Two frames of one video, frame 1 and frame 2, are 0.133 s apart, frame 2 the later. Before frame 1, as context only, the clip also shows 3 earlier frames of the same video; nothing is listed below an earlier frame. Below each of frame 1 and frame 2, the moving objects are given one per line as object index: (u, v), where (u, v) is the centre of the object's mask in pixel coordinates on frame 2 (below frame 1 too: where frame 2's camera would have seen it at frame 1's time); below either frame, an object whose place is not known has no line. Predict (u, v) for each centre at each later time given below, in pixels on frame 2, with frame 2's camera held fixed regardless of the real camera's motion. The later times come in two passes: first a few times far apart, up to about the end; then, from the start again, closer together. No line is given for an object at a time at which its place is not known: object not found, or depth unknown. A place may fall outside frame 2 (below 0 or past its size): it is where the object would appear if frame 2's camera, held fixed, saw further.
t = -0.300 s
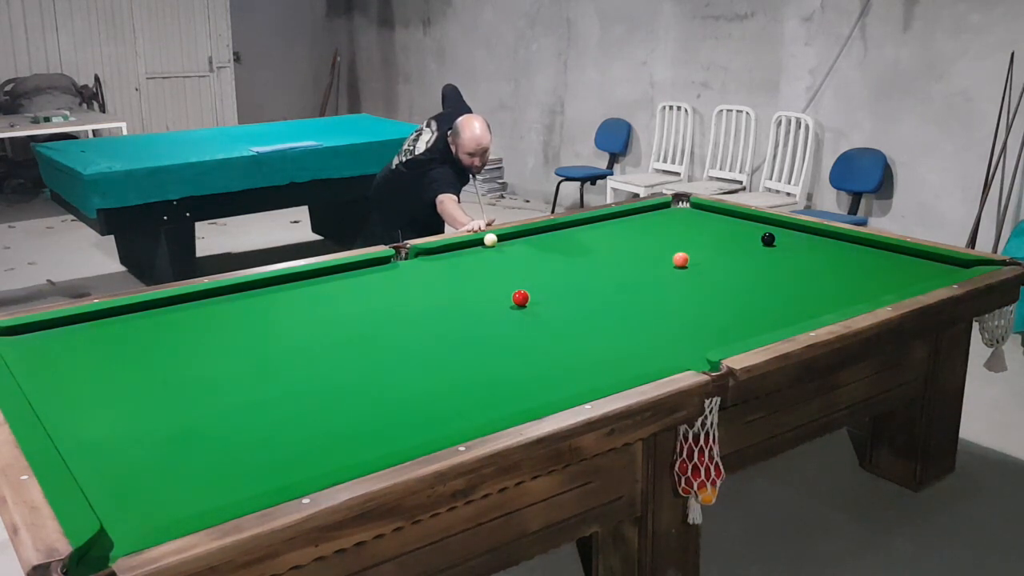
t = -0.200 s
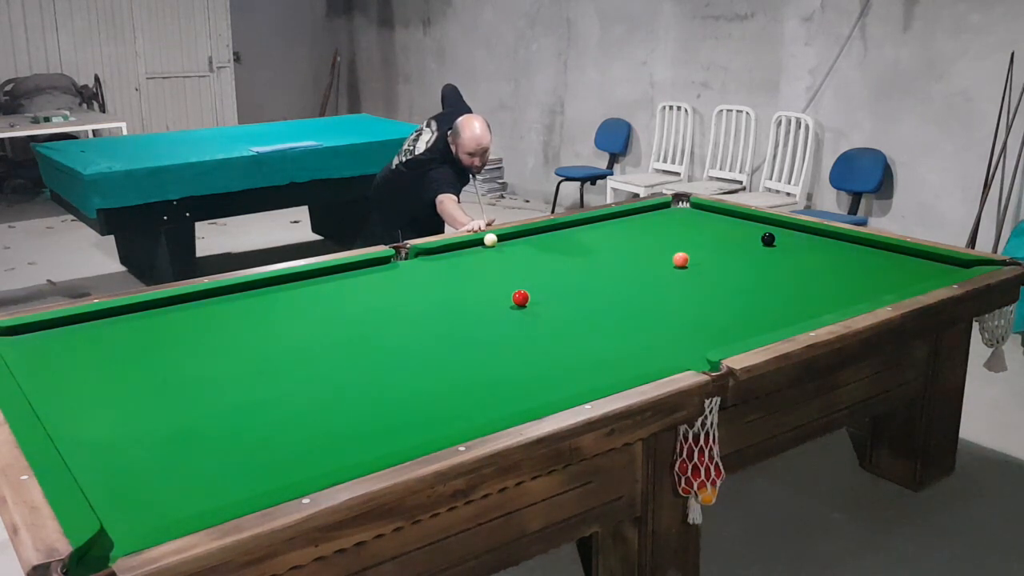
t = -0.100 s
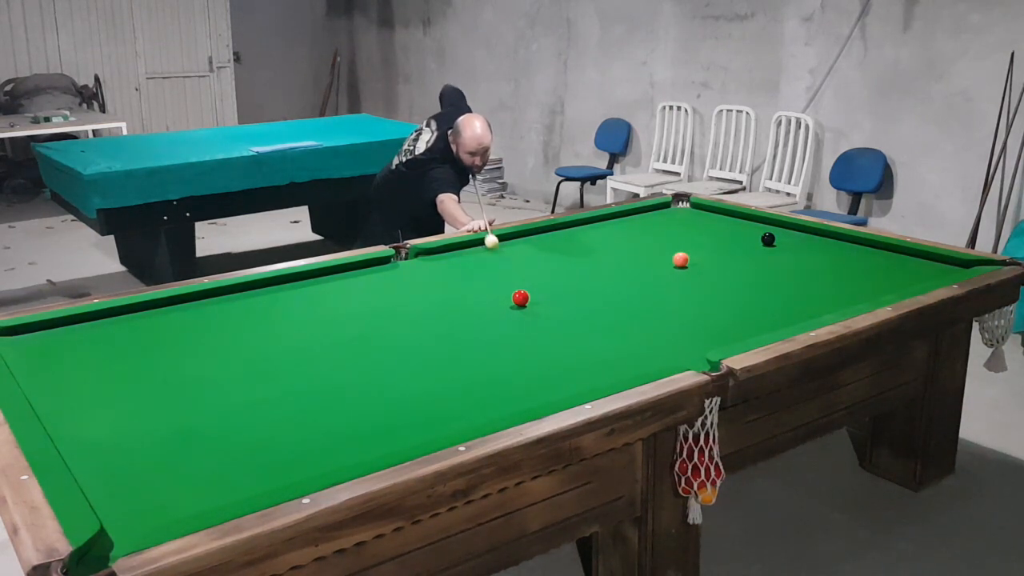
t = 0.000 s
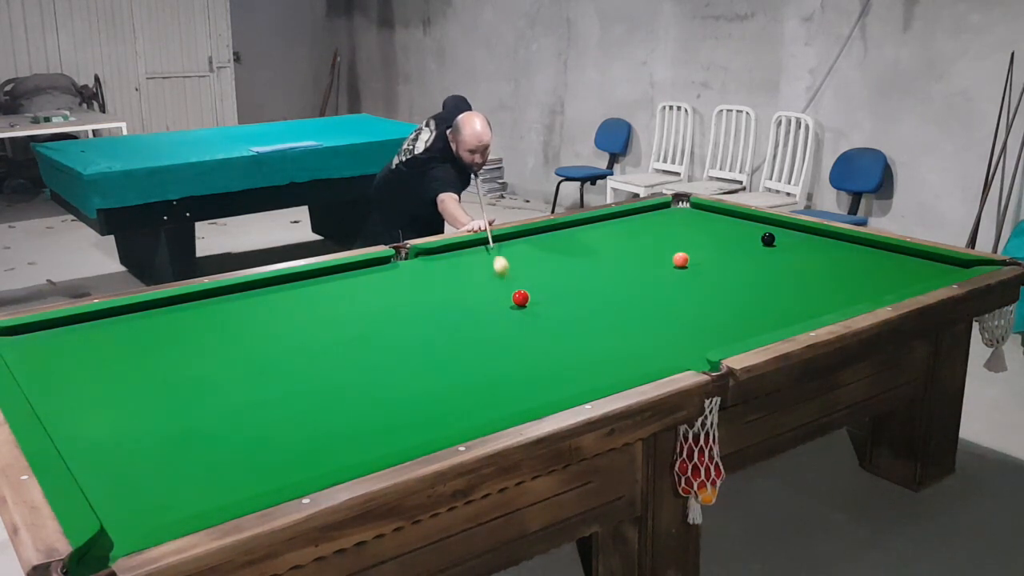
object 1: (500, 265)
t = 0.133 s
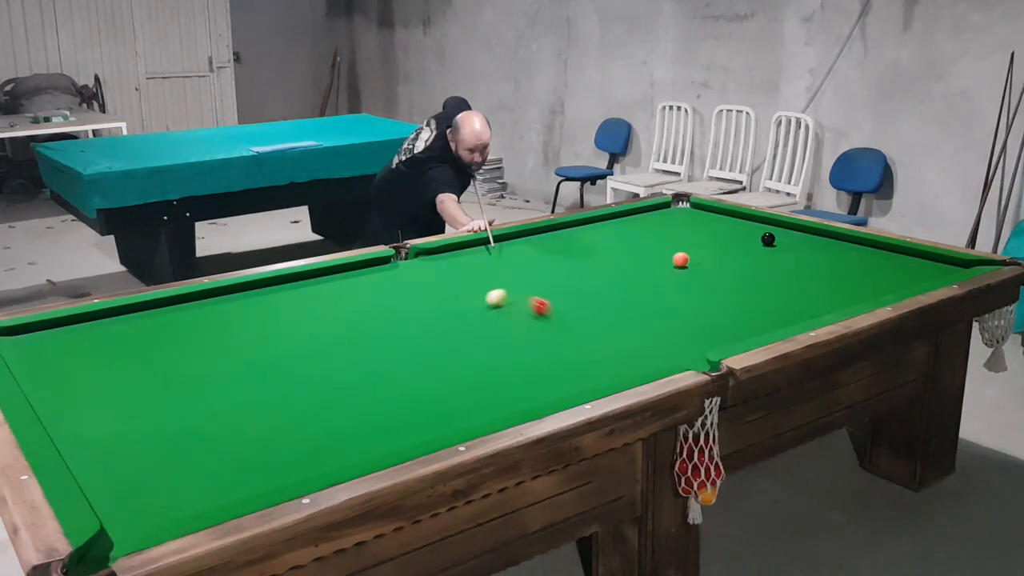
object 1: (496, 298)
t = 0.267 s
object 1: (449, 314)
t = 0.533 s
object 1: (358, 364)
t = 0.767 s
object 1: (256, 423)
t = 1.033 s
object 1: (111, 509)
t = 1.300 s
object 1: (266, 484)
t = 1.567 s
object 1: (351, 447)
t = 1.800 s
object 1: (410, 417)
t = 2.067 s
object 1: (465, 388)
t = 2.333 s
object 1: (511, 364)
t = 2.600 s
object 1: (549, 343)
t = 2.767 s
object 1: (570, 332)
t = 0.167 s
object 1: (484, 301)
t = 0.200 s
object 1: (472, 305)
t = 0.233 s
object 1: (460, 309)
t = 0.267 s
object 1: (449, 314)
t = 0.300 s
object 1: (438, 319)
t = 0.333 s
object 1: (428, 325)
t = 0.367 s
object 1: (417, 331)
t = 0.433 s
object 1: (395, 344)
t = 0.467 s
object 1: (383, 351)
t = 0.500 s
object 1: (371, 357)
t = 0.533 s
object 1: (358, 364)
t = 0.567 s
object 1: (345, 372)
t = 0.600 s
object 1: (332, 379)
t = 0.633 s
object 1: (318, 387)
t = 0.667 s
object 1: (303, 396)
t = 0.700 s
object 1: (288, 404)
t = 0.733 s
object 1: (273, 413)
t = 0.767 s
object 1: (256, 423)
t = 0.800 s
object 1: (239, 432)
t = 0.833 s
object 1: (221, 443)
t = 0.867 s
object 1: (202, 454)
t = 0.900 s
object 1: (183, 465)
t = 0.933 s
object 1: (162, 477)
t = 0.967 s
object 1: (141, 489)
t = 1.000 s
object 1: (119, 501)
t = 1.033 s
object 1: (111, 509)
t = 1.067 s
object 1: (133, 506)
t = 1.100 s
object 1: (154, 503)
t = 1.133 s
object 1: (174, 501)
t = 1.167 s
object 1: (193, 498)
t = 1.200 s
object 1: (212, 495)
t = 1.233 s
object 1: (231, 491)
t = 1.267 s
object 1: (248, 488)
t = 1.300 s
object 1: (266, 484)
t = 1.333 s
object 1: (279, 479)
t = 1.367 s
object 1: (290, 474)
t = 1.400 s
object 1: (301, 470)
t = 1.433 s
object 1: (312, 465)
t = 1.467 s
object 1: (322, 460)
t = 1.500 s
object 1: (332, 456)
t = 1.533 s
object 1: (342, 452)
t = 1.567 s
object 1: (351, 447)
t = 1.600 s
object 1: (361, 442)
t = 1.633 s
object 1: (369, 437)
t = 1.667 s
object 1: (378, 434)
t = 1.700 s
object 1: (386, 429)
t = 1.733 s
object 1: (394, 425)
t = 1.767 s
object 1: (402, 421)
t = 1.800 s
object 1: (410, 417)
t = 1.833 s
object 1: (418, 413)
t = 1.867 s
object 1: (425, 409)
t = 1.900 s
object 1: (432, 405)
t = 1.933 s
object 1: (439, 402)
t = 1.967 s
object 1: (446, 398)
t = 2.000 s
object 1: (453, 395)
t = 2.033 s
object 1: (459, 391)
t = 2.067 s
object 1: (465, 388)
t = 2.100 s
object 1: (472, 385)
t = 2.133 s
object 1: (478, 381)
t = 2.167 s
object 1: (484, 379)
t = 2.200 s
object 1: (490, 375)
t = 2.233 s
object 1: (495, 372)
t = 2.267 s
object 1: (500, 369)
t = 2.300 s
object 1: (506, 367)
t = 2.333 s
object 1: (511, 364)
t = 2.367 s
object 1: (516, 361)
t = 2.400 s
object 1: (521, 358)
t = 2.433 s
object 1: (526, 356)
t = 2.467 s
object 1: (531, 353)
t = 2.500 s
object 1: (536, 351)
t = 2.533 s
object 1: (540, 348)
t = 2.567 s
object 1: (545, 345)
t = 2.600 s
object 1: (549, 343)
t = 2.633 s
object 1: (553, 341)
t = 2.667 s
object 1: (558, 339)
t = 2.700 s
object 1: (561, 336)
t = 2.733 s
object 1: (565, 334)
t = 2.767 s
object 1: (570, 332)
